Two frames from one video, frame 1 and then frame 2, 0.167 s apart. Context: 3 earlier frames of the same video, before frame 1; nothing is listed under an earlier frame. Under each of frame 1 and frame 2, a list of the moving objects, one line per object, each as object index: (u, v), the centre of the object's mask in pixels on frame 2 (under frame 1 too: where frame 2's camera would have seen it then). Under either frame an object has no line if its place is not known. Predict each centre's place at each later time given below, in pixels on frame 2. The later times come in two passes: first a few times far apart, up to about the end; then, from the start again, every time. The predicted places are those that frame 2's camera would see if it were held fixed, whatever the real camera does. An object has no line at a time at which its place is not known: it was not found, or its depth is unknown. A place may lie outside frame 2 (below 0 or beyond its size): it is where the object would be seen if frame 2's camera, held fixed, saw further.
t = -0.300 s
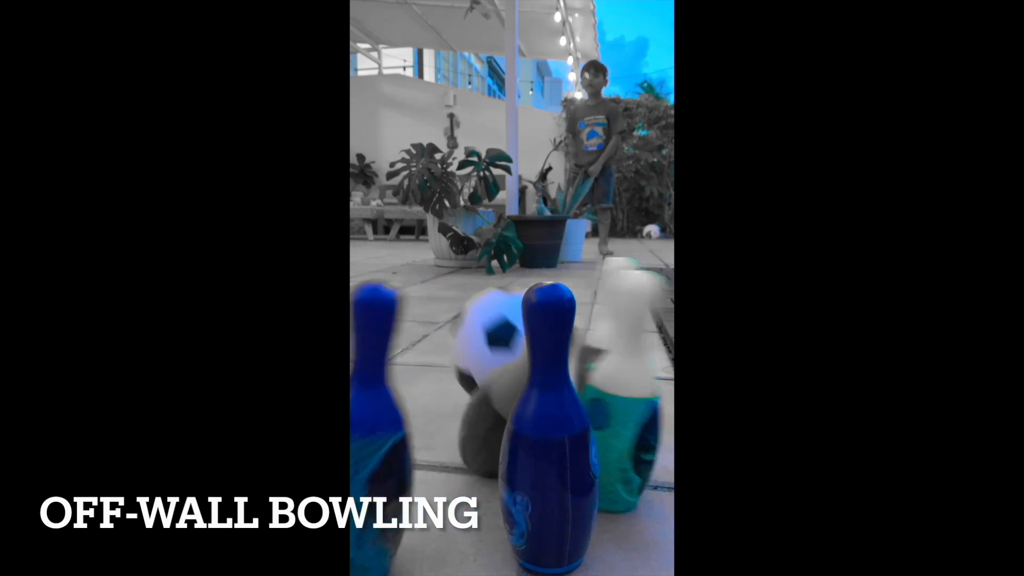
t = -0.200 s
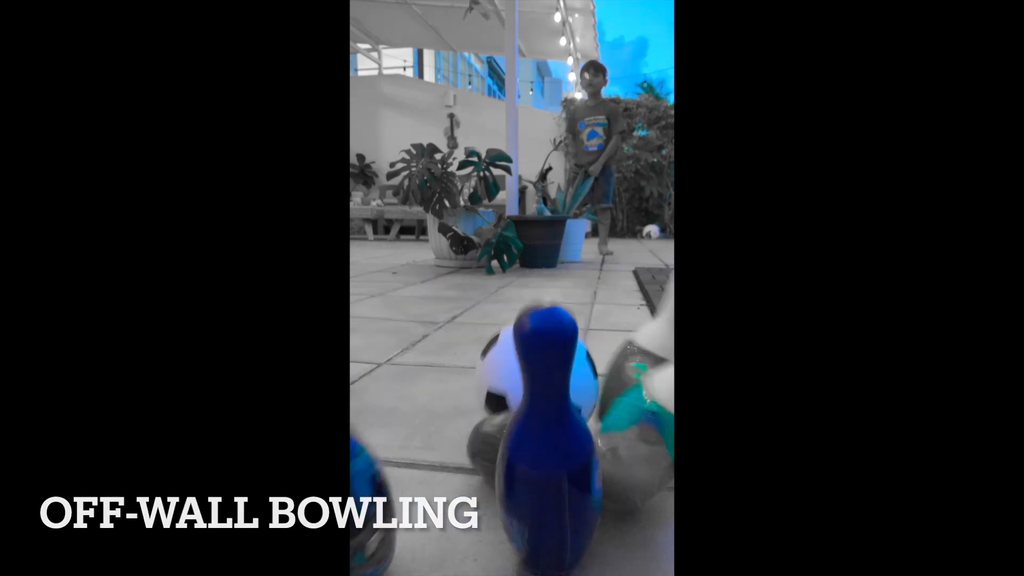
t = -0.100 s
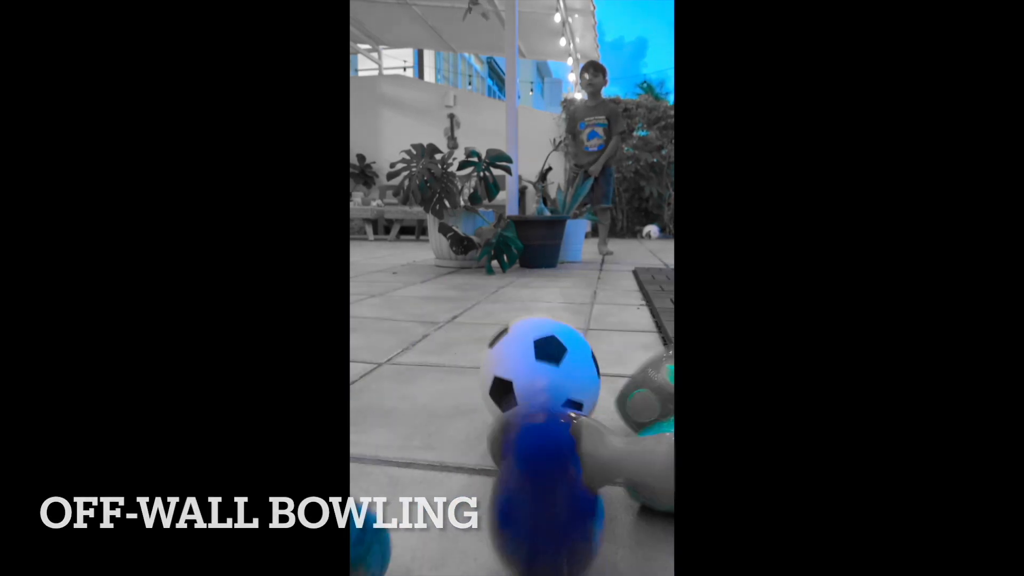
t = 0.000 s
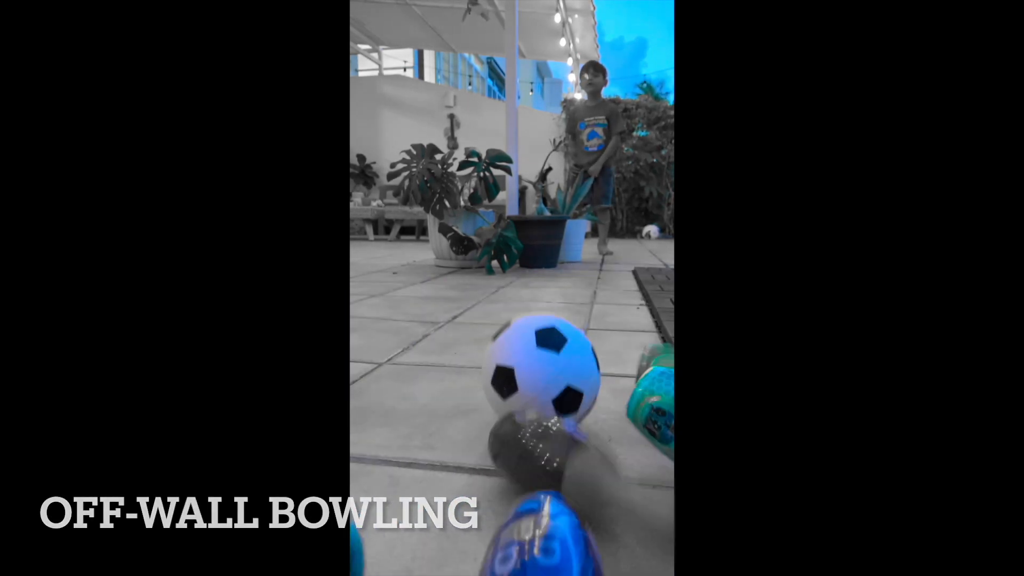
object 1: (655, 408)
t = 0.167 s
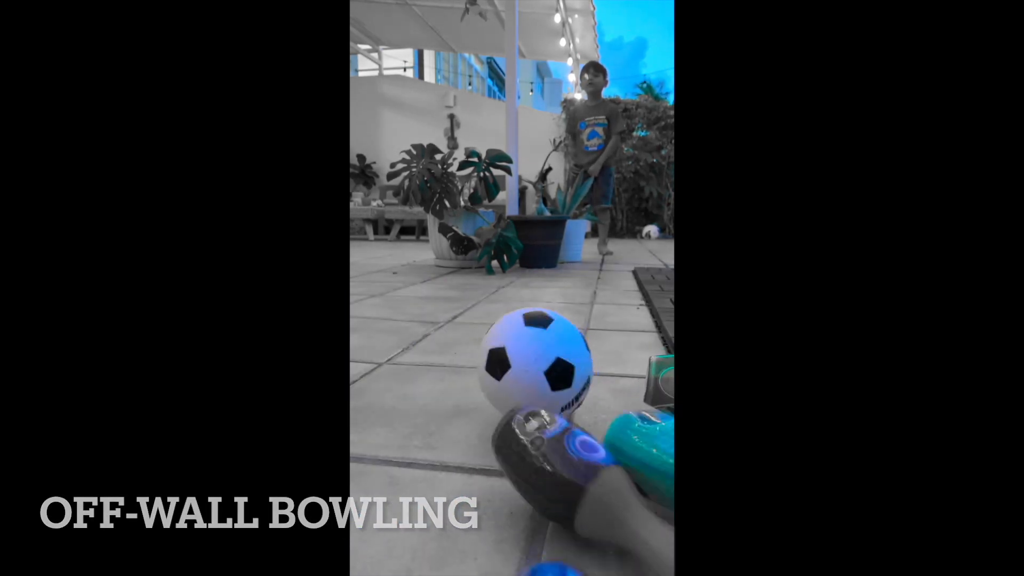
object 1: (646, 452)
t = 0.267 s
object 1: (640, 459)
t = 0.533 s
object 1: (627, 485)
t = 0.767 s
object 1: (639, 474)
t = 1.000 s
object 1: (640, 474)
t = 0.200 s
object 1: (644, 449)
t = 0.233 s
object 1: (642, 459)
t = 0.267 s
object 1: (640, 459)
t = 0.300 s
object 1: (638, 460)
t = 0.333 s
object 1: (638, 470)
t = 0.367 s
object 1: (637, 474)
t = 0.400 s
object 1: (633, 474)
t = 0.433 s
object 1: (631, 480)
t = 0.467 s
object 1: (629, 477)
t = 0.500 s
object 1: (628, 482)
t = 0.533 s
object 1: (627, 485)
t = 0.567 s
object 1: (628, 487)
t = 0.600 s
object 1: (630, 485)
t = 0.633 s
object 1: (632, 484)
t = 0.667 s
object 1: (634, 482)
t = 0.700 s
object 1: (636, 478)
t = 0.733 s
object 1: (638, 475)
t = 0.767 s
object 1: (639, 474)
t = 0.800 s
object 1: (640, 472)
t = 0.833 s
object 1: (641, 472)
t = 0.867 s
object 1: (641, 471)
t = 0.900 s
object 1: (641, 471)
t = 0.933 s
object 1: (641, 472)
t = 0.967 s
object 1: (640, 472)
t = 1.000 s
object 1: (640, 474)
